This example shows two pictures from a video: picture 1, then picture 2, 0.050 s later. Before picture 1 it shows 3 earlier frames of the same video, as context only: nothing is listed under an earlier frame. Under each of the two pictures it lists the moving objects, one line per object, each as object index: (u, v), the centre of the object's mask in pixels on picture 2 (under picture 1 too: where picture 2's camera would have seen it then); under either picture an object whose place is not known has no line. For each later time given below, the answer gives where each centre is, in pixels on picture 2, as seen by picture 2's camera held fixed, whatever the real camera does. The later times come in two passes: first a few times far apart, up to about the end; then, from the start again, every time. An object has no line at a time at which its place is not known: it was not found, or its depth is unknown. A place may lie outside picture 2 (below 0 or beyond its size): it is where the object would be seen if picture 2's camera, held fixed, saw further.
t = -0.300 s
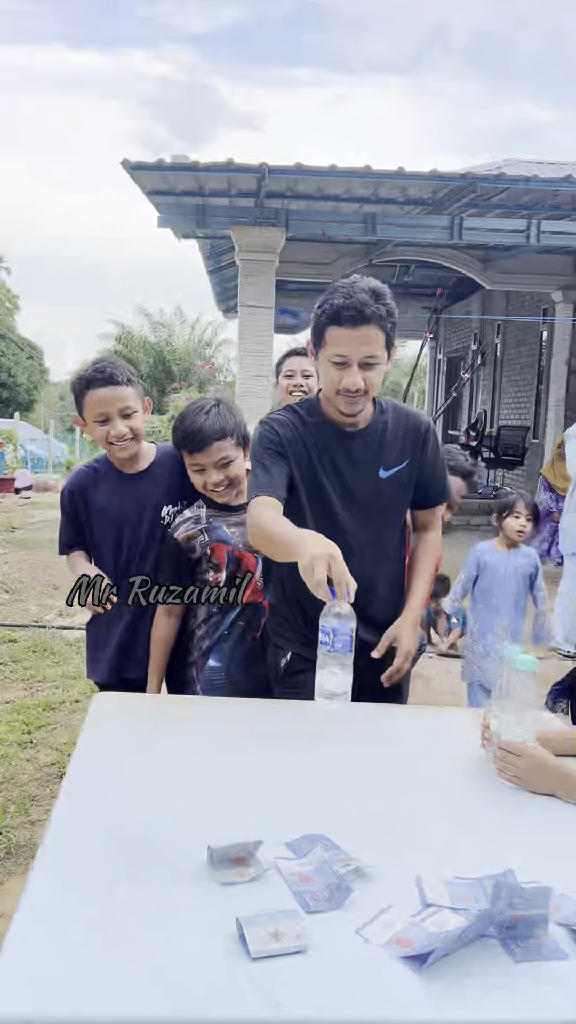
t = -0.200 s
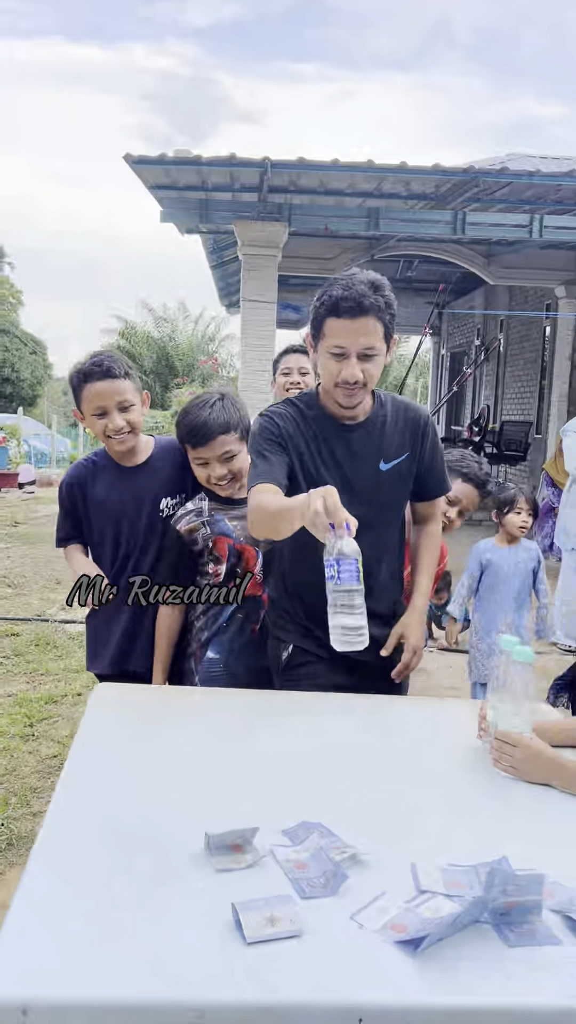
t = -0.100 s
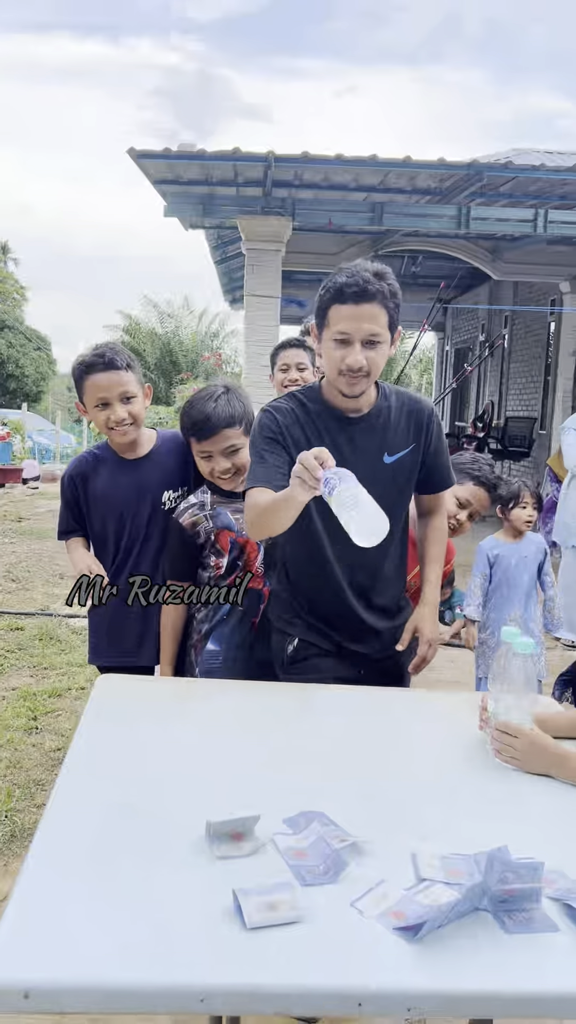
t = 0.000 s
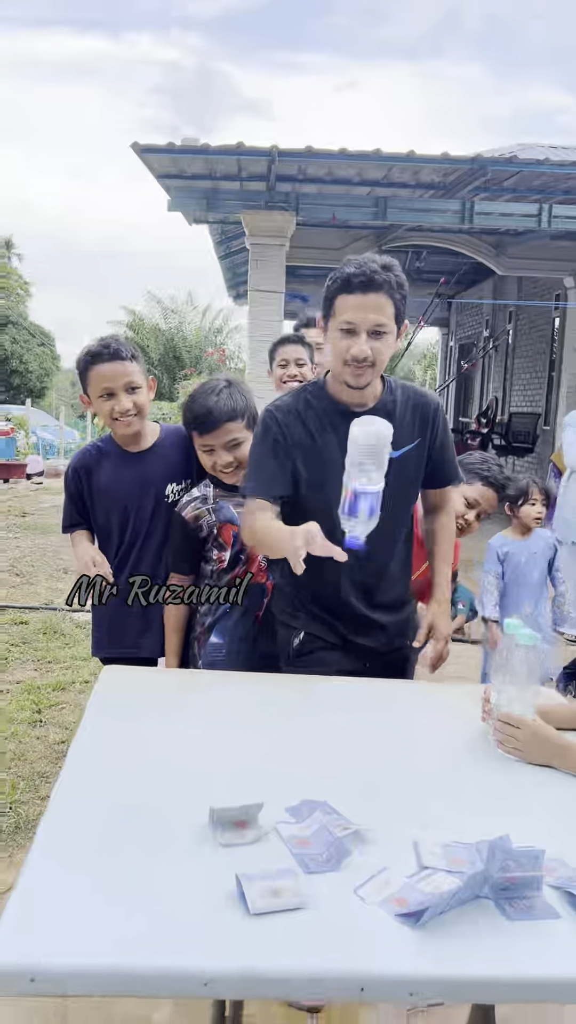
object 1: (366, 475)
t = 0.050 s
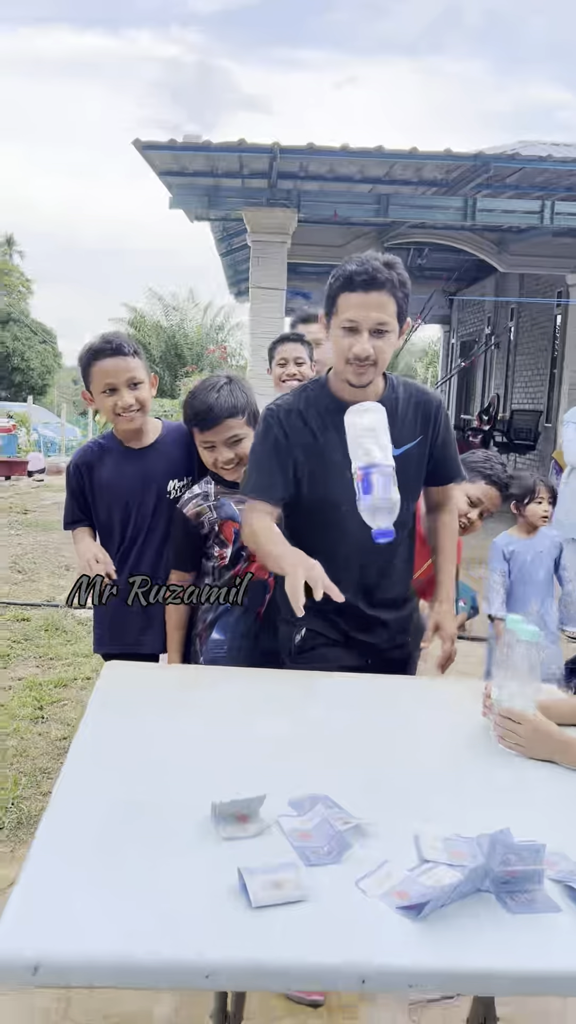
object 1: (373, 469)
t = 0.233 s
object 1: (371, 561)
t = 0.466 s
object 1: (398, 795)
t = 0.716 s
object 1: (433, 793)
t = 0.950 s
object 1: (468, 790)
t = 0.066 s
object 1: (375, 467)
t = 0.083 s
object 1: (375, 466)
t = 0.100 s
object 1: (375, 466)
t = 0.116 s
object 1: (376, 469)
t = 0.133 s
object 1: (376, 475)
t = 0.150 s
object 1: (376, 484)
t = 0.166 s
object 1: (375, 495)
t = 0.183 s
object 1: (374, 508)
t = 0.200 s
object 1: (374, 524)
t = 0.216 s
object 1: (373, 541)
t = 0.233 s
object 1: (371, 561)
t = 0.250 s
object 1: (370, 583)
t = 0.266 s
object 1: (369, 606)
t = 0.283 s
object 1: (367, 632)
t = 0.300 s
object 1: (367, 656)
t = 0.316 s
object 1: (375, 676)
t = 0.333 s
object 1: (373, 707)
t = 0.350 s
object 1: (373, 730)
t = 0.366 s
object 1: (379, 751)
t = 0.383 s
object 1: (383, 781)
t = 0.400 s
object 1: (386, 797)
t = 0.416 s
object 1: (391, 793)
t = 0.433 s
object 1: (393, 795)
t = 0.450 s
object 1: (397, 795)
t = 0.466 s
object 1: (398, 795)
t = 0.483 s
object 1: (401, 795)
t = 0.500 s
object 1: (403, 795)
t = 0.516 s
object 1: (405, 795)
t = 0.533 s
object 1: (407, 795)
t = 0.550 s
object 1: (409, 795)
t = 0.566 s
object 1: (411, 795)
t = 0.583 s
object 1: (413, 795)
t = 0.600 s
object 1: (415, 794)
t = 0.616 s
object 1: (418, 794)
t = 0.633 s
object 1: (420, 793)
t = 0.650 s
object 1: (423, 793)
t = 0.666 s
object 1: (425, 793)
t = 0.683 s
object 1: (427, 793)
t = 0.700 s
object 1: (430, 794)
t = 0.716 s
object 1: (433, 793)
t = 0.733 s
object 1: (435, 793)
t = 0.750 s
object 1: (437, 793)
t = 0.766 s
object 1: (440, 793)
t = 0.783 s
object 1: (442, 793)
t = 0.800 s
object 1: (444, 792)
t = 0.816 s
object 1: (447, 792)
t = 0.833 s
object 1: (450, 792)
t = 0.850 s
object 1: (451, 791)
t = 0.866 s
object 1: (455, 791)
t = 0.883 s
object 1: (457, 791)
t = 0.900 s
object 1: (460, 791)
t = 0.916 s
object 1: (463, 791)
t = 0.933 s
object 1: (466, 790)
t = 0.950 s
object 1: (468, 790)
